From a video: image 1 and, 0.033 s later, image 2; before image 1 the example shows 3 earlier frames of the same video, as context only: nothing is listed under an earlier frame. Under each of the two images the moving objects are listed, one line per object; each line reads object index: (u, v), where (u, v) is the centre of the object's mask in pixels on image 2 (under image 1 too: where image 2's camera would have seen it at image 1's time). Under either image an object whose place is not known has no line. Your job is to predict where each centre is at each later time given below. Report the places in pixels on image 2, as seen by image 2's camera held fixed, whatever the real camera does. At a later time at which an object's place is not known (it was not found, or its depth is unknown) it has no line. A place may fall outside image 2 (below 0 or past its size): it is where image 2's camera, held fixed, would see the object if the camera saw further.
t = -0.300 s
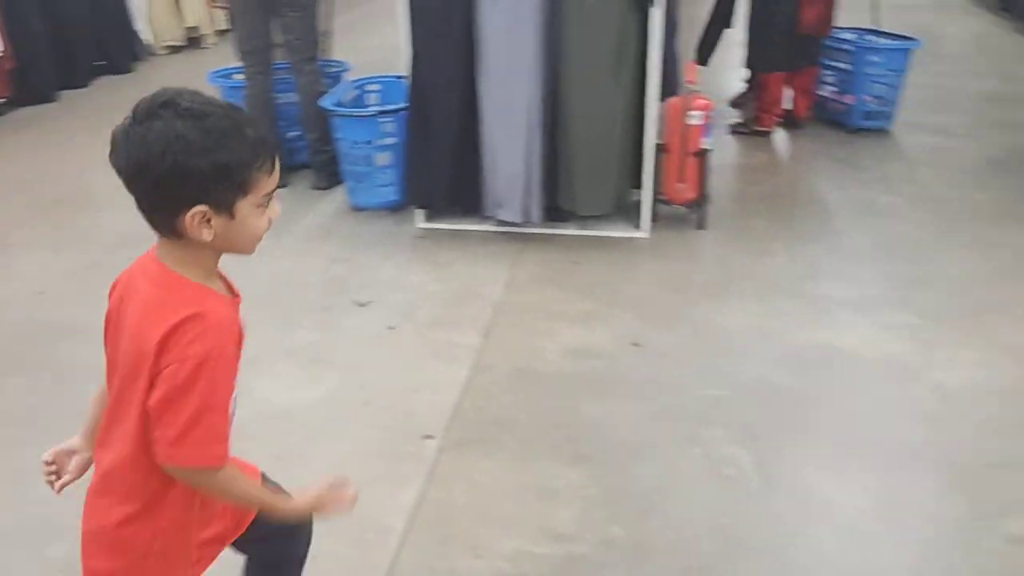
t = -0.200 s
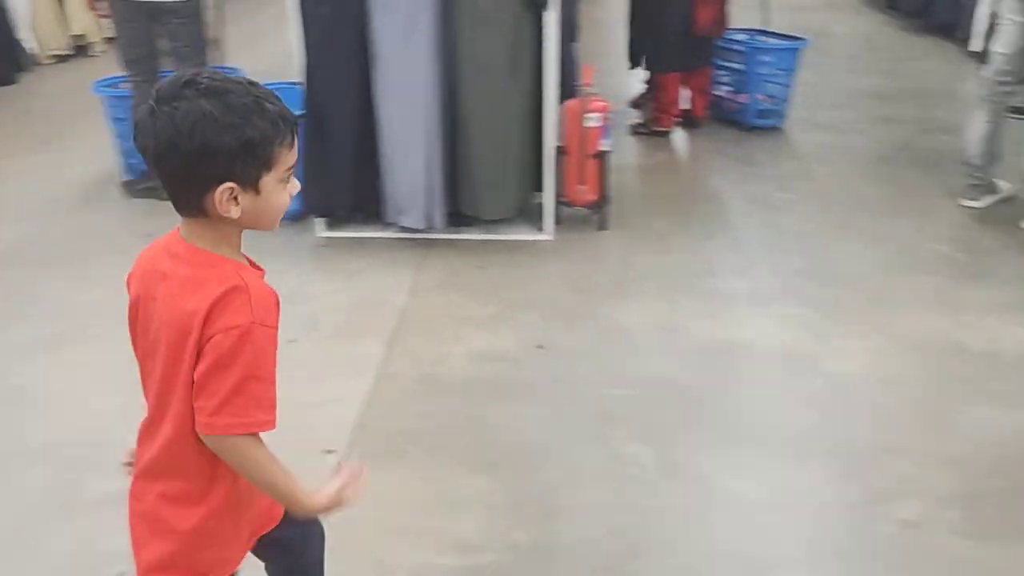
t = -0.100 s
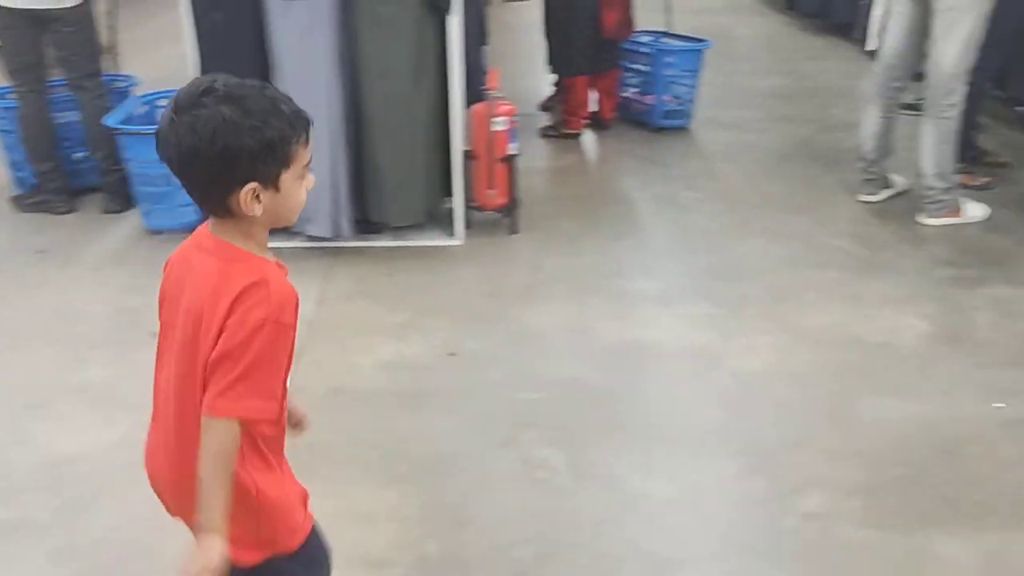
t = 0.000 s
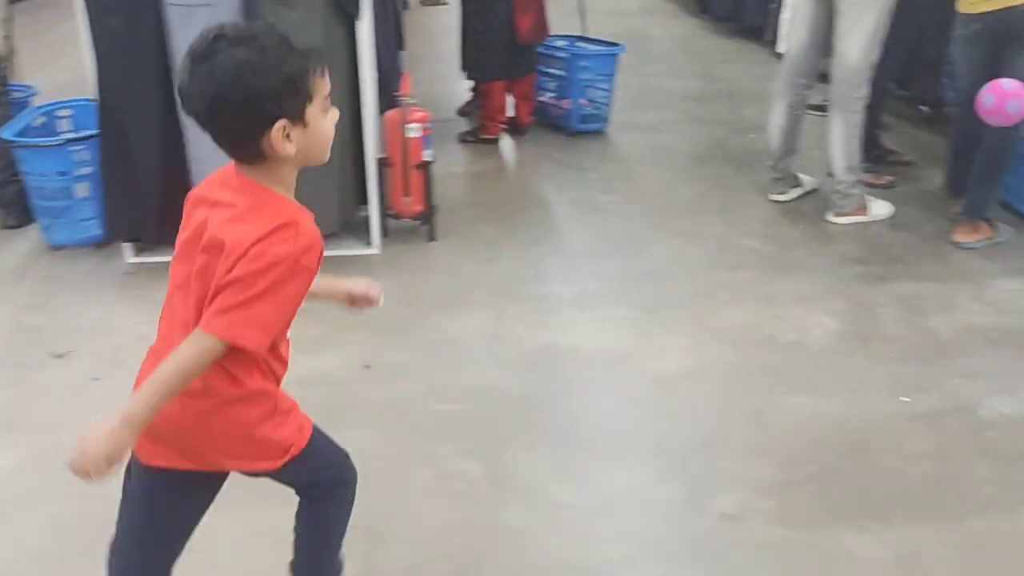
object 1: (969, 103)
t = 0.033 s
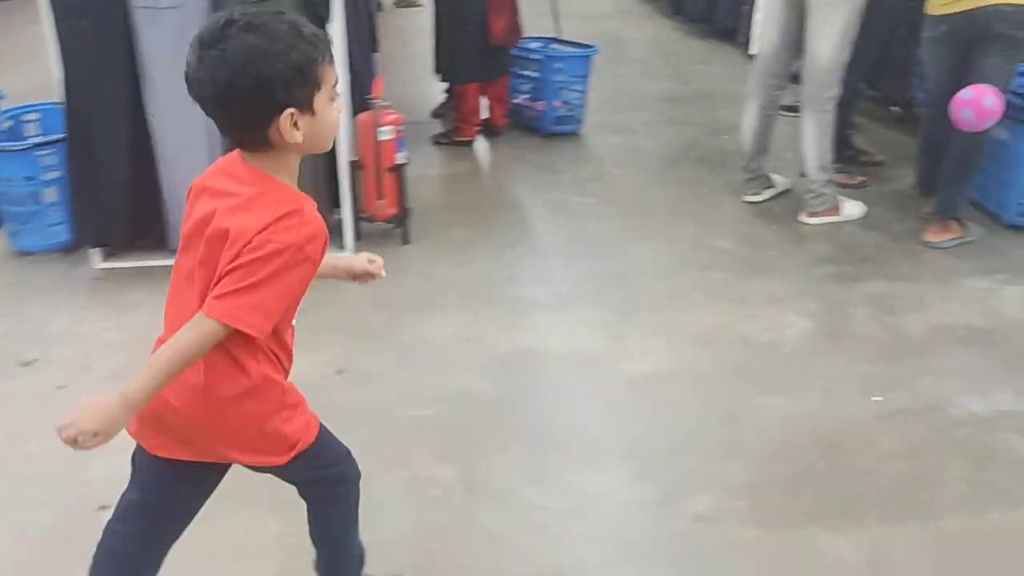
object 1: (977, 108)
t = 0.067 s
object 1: (980, 116)
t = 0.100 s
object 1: (984, 127)
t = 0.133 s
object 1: (986, 141)
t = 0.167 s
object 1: (987, 158)
